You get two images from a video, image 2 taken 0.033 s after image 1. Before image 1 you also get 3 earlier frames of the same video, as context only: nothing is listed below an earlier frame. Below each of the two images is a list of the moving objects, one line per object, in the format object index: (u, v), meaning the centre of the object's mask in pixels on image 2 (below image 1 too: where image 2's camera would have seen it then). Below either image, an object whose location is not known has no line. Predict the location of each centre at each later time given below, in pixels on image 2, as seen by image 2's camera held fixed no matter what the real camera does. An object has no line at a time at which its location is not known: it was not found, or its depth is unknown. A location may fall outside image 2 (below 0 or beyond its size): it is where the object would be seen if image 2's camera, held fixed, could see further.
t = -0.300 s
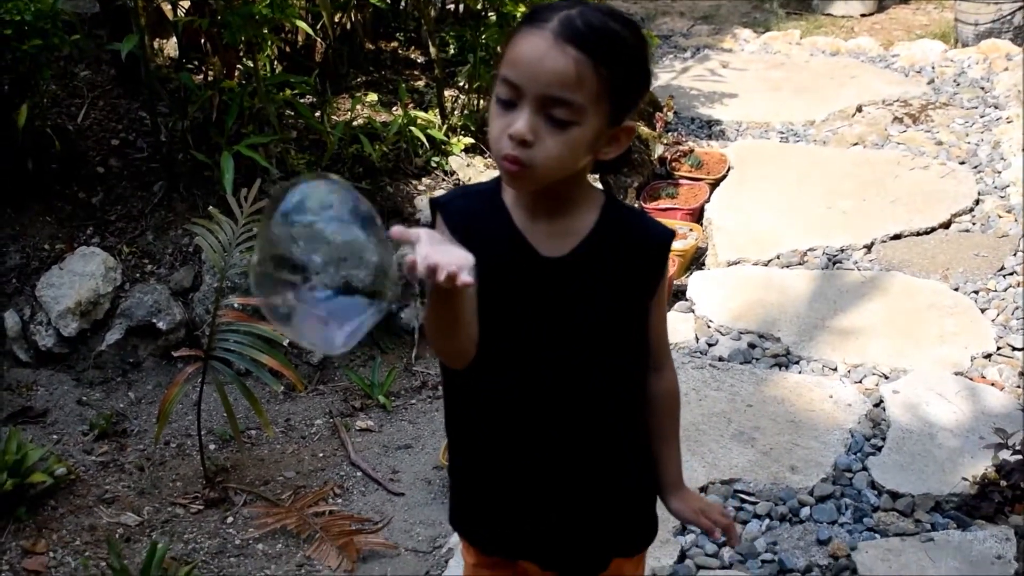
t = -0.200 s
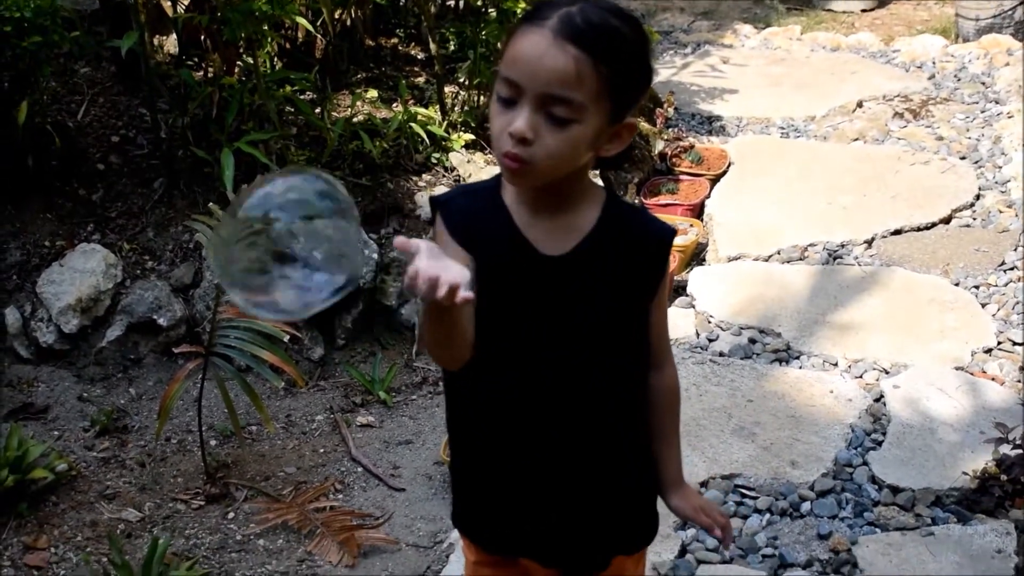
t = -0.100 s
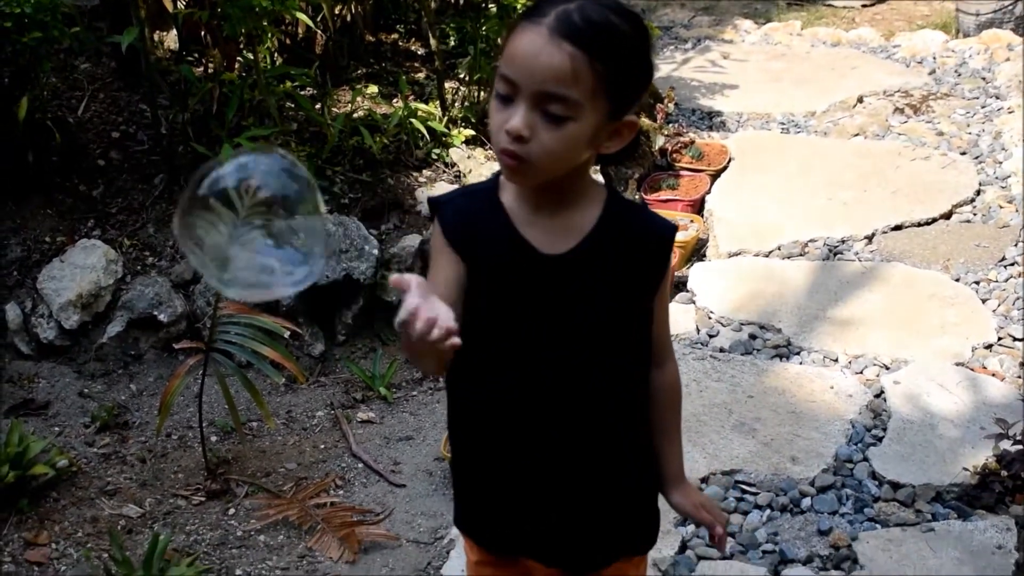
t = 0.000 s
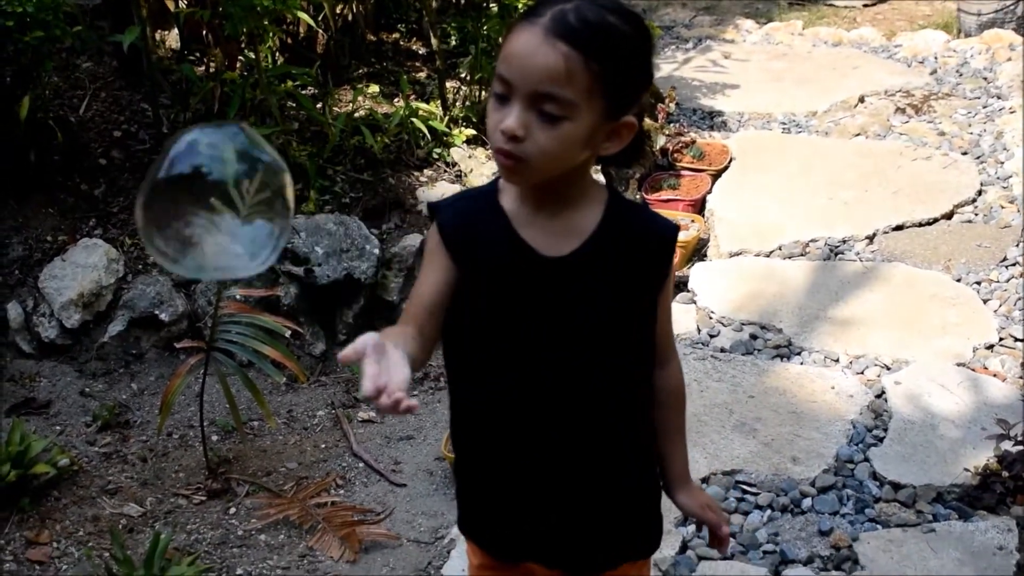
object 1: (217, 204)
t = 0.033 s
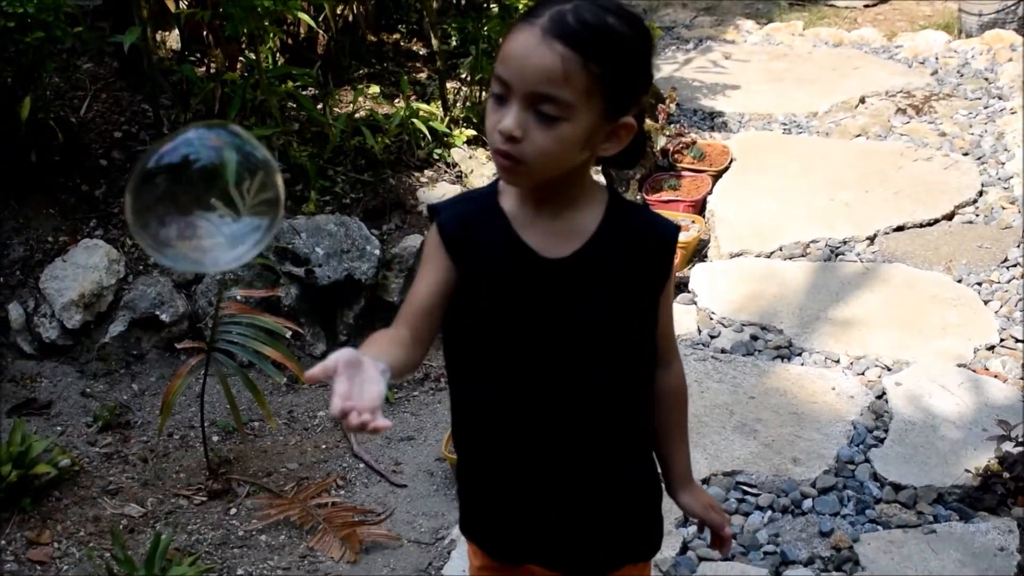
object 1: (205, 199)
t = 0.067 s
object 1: (193, 190)
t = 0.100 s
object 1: (179, 186)
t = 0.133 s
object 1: (165, 181)
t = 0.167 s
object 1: (151, 172)
